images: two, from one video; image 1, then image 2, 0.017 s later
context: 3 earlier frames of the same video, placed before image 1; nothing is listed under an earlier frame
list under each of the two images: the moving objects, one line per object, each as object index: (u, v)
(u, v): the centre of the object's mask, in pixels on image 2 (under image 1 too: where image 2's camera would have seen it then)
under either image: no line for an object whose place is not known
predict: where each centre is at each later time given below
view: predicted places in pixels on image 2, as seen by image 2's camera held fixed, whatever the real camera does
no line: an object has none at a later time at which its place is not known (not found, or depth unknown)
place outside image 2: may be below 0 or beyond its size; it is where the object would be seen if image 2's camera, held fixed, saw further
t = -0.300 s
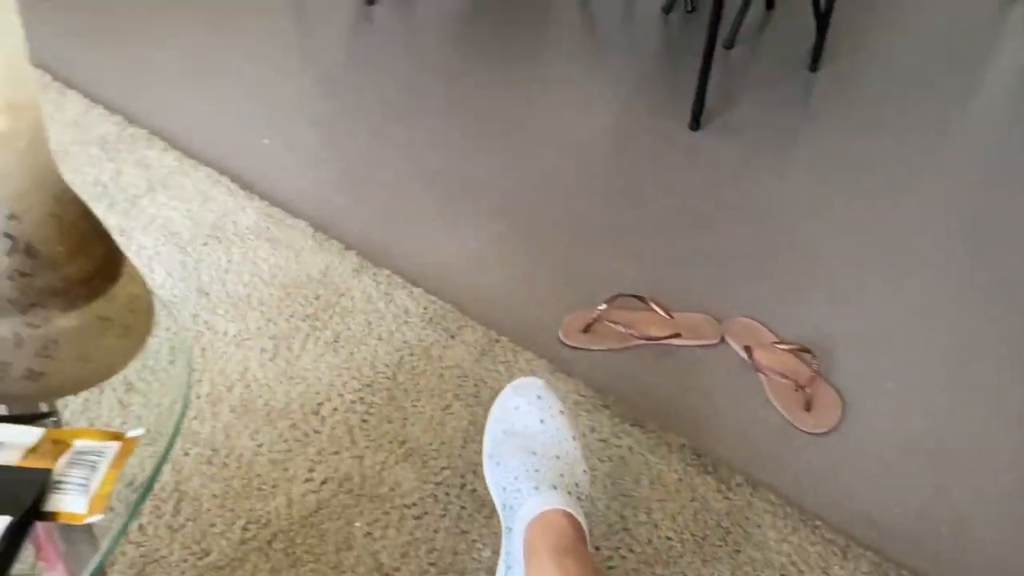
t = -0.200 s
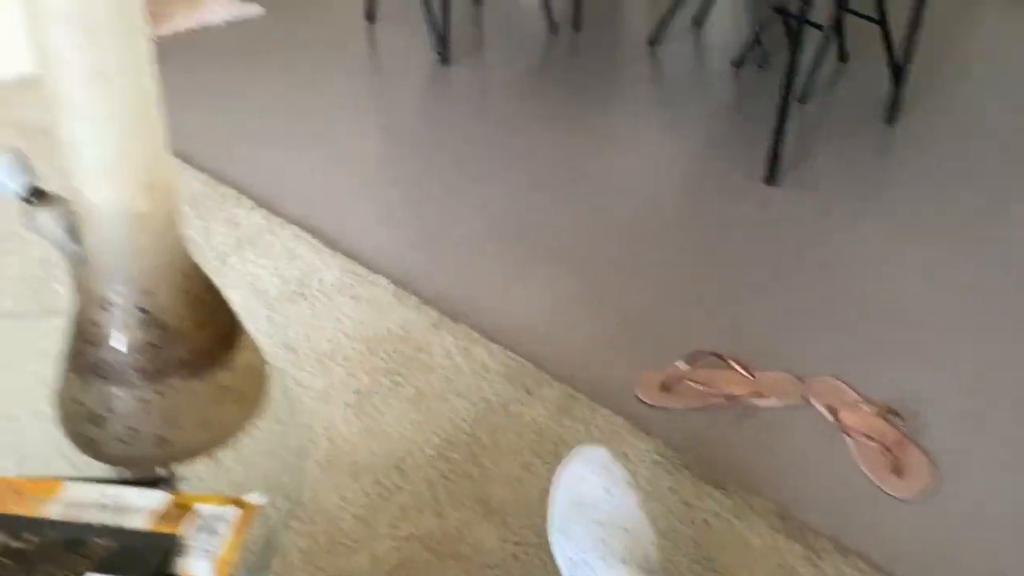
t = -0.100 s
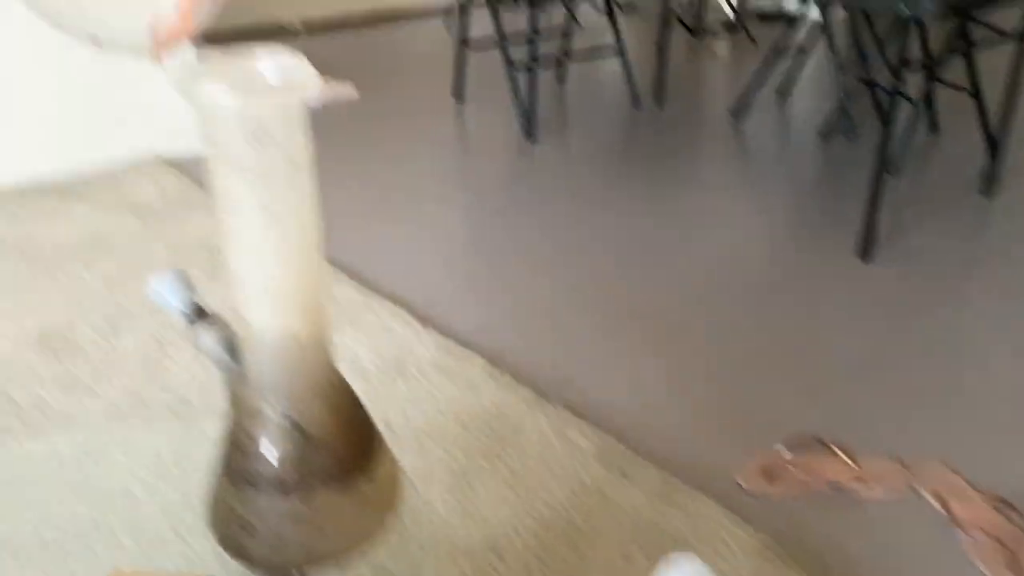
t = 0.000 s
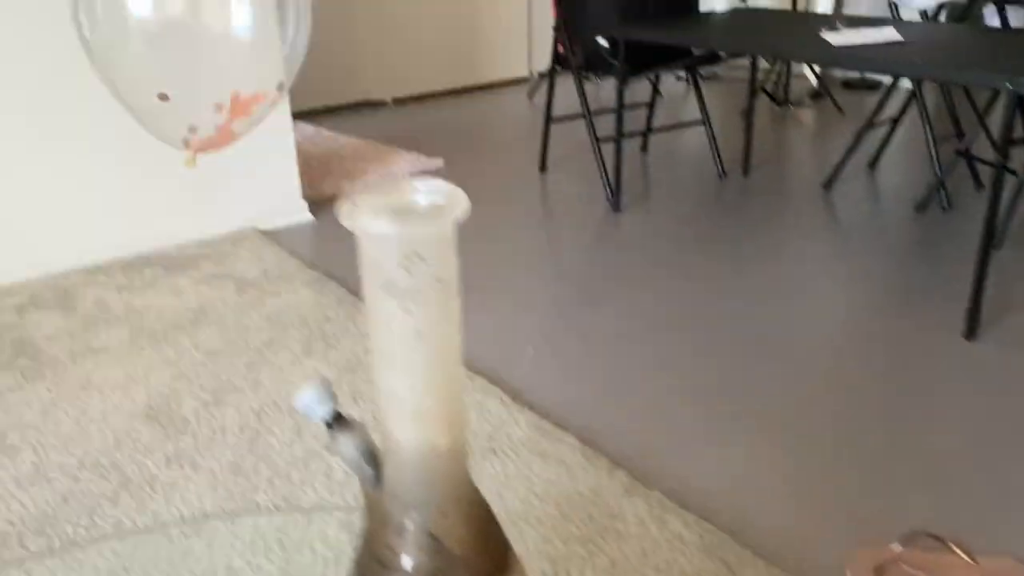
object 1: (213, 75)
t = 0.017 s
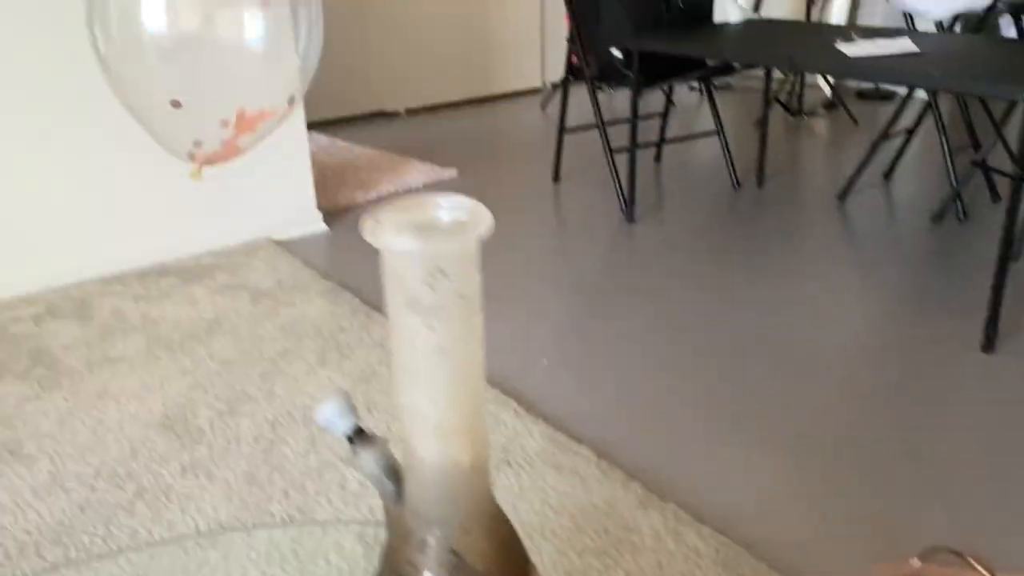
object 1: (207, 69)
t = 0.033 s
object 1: (202, 63)
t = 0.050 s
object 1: (198, 58)
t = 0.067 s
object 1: (193, 54)
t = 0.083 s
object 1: (189, 50)
